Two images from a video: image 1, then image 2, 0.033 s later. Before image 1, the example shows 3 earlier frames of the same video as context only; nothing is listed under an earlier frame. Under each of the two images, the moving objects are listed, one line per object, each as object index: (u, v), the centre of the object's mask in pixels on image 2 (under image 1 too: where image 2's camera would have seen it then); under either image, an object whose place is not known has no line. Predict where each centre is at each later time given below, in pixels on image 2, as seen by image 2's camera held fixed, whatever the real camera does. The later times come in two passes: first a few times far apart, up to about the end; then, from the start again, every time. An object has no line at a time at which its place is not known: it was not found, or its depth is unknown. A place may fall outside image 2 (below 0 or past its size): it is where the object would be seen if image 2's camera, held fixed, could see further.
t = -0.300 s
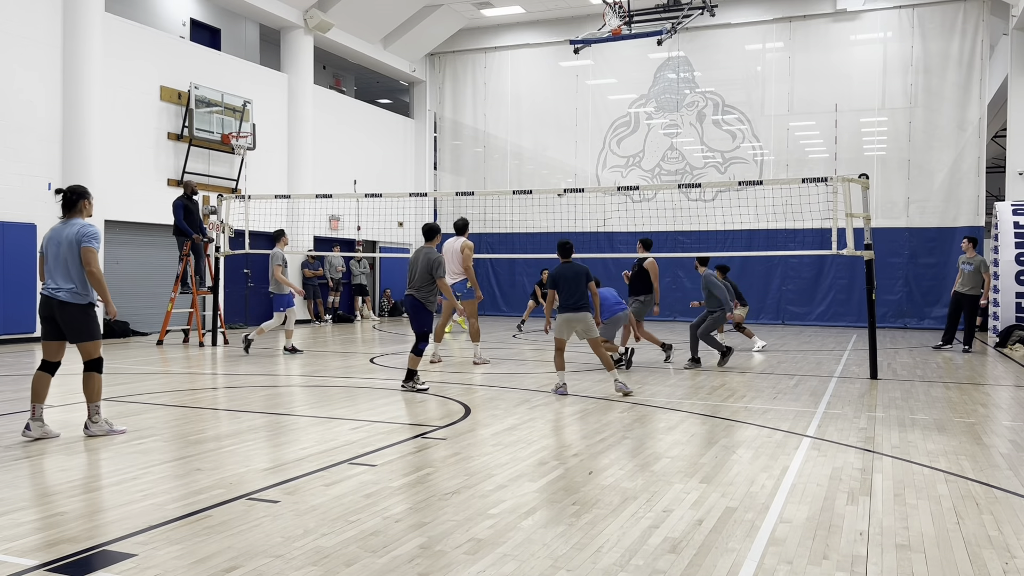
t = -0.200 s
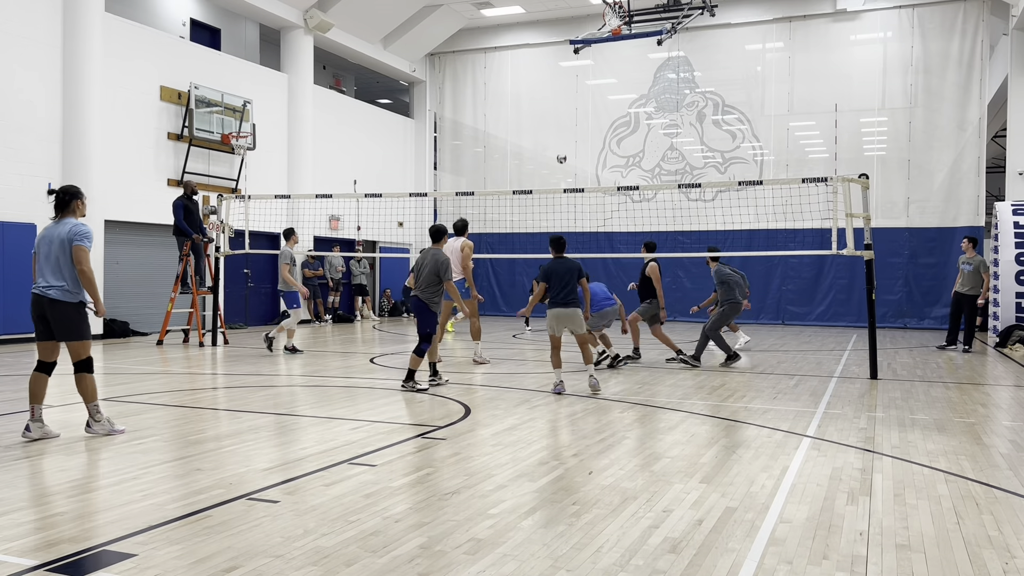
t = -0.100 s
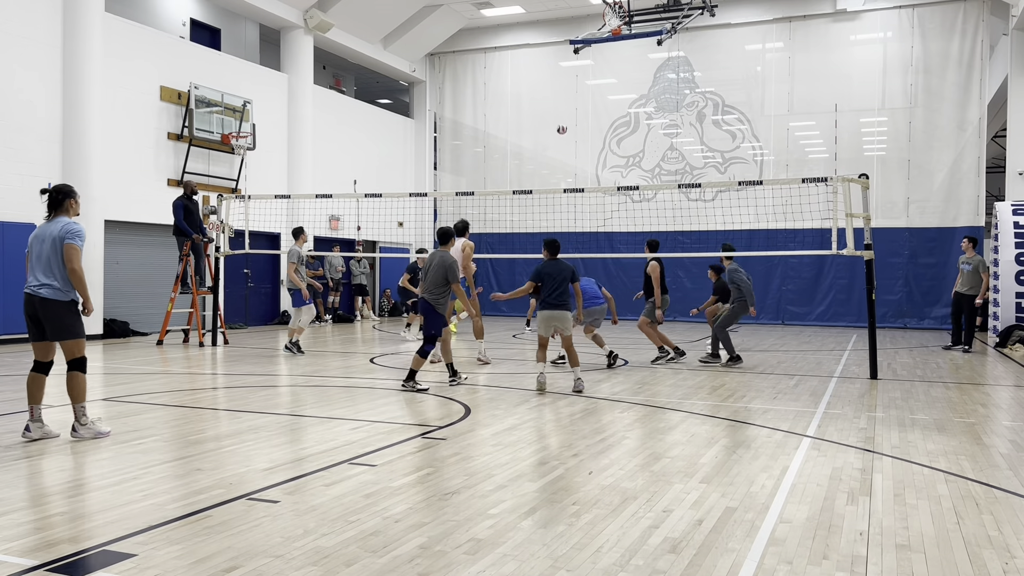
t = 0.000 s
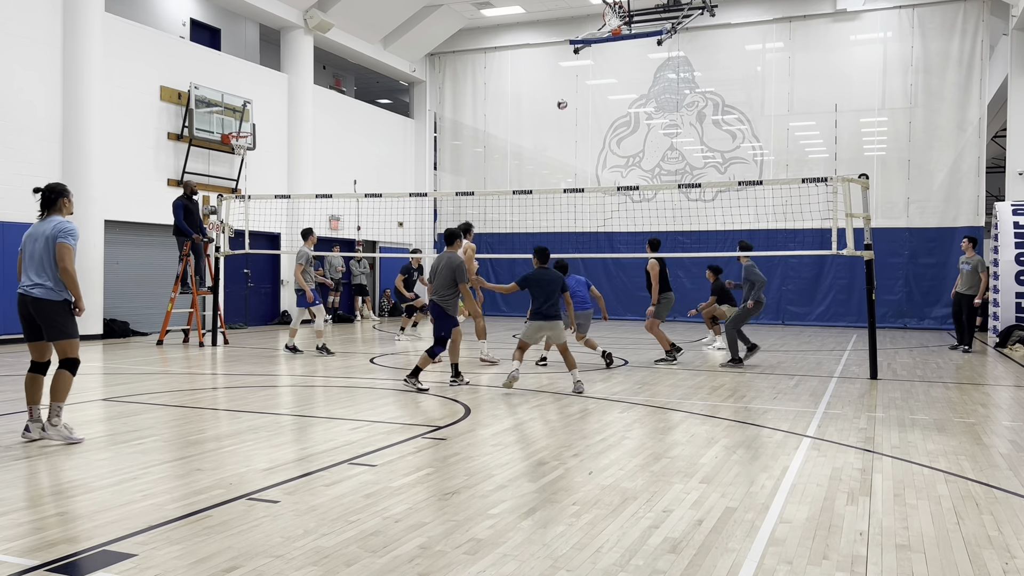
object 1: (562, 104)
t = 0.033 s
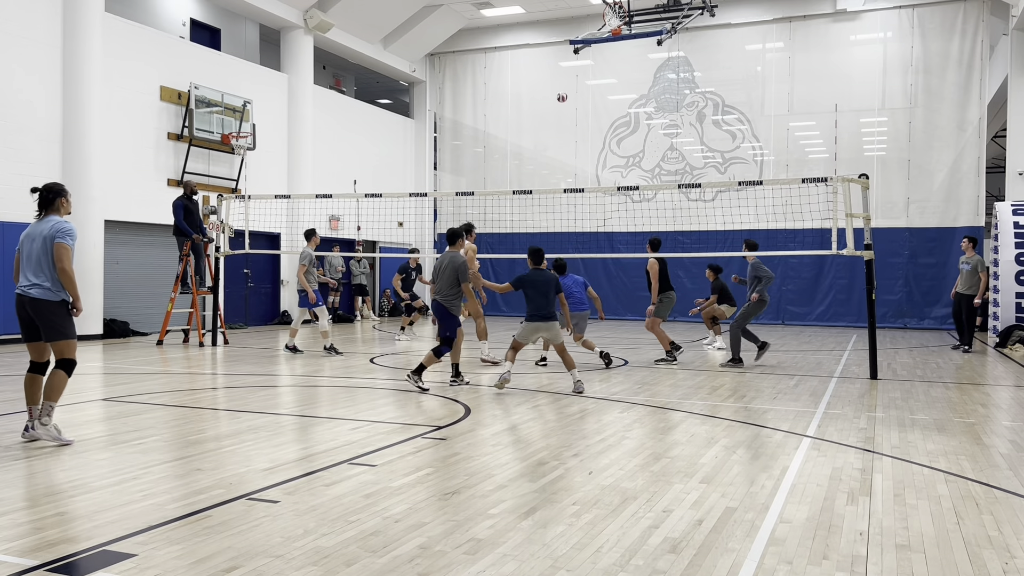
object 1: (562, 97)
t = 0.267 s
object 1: (562, 61)
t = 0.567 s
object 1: (560, 55)
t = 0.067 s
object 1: (562, 90)
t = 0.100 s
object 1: (562, 84)
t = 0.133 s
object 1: (562, 79)
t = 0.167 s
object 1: (562, 73)
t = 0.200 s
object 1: (562, 69)
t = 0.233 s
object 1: (561, 65)
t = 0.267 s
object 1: (562, 61)
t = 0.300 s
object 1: (562, 59)
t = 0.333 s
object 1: (562, 56)
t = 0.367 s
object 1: (561, 55)
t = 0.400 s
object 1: (561, 53)
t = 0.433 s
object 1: (561, 53)
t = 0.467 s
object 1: (561, 52)
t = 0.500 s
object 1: (561, 53)
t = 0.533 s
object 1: (561, 54)
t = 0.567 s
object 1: (560, 55)
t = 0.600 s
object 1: (560, 57)
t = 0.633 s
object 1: (560, 60)
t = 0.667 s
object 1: (560, 64)
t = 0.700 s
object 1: (560, 68)
